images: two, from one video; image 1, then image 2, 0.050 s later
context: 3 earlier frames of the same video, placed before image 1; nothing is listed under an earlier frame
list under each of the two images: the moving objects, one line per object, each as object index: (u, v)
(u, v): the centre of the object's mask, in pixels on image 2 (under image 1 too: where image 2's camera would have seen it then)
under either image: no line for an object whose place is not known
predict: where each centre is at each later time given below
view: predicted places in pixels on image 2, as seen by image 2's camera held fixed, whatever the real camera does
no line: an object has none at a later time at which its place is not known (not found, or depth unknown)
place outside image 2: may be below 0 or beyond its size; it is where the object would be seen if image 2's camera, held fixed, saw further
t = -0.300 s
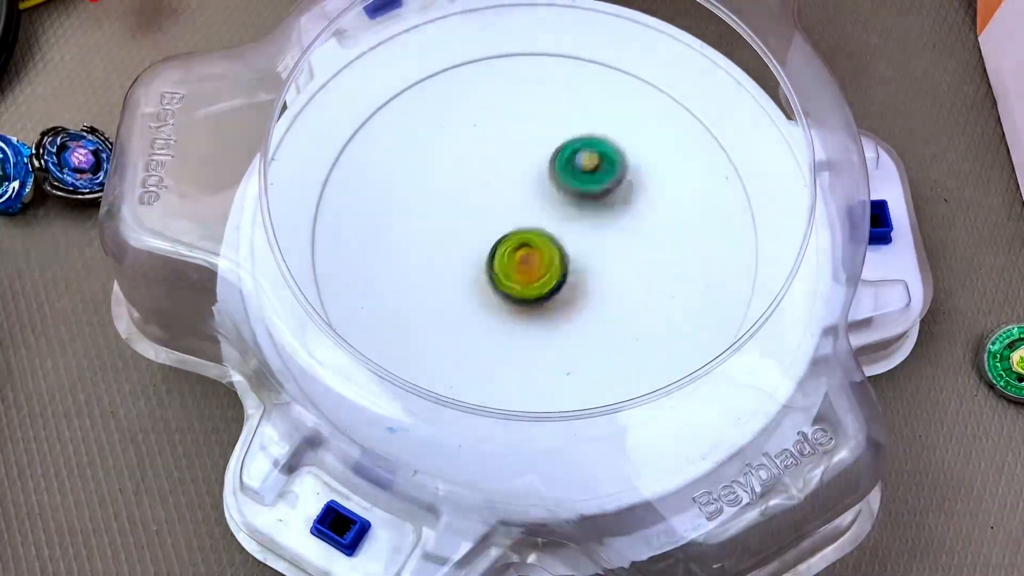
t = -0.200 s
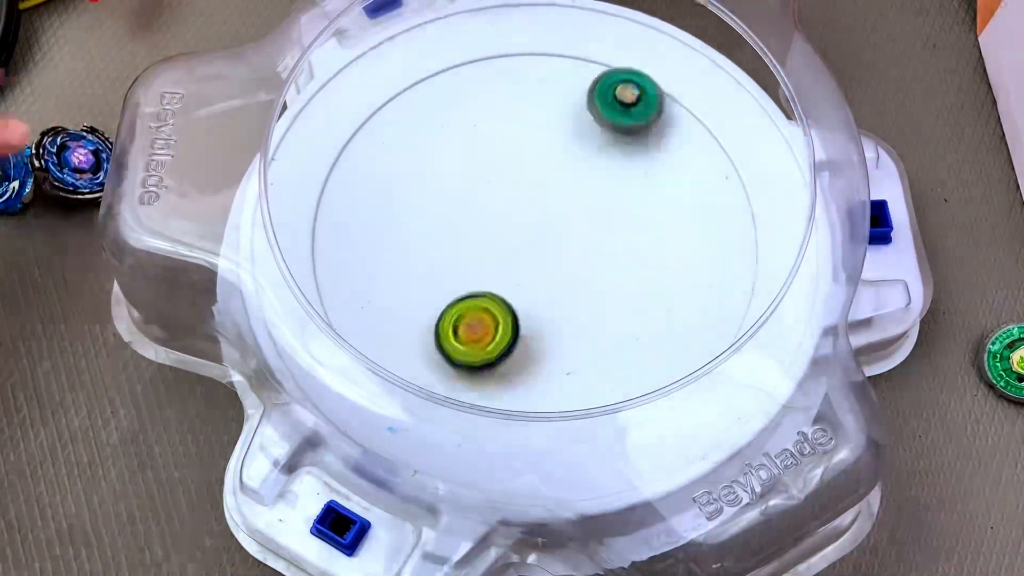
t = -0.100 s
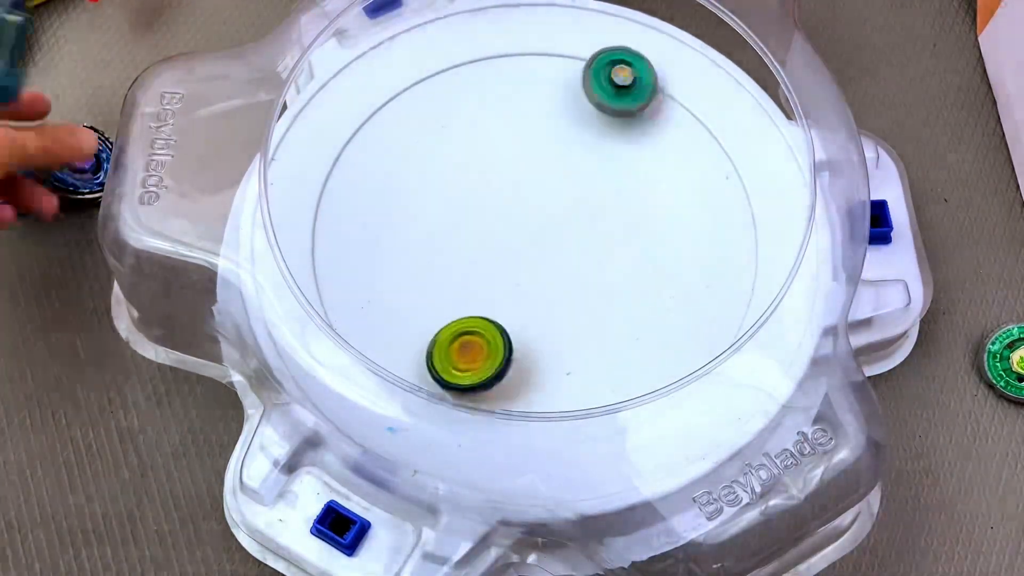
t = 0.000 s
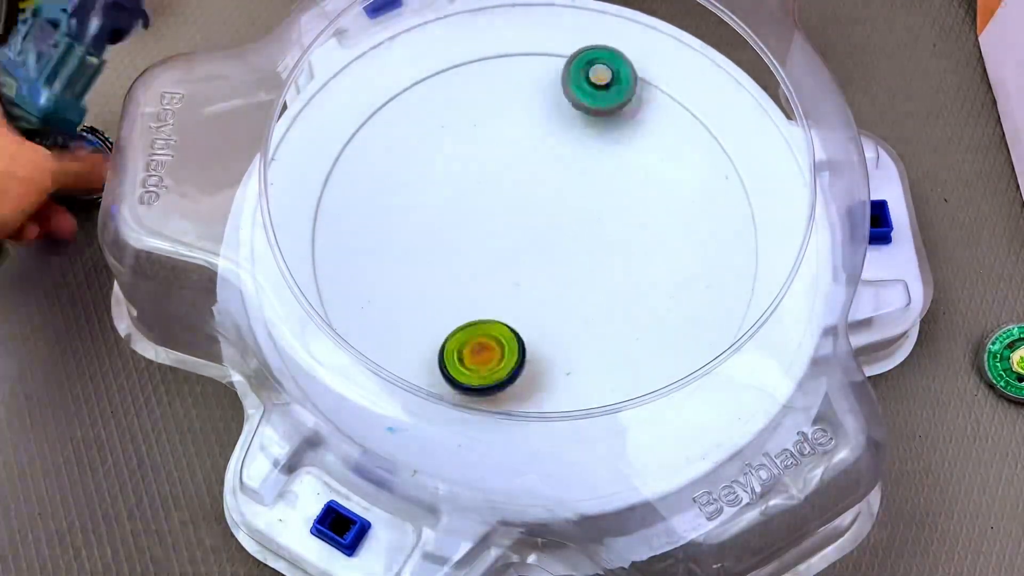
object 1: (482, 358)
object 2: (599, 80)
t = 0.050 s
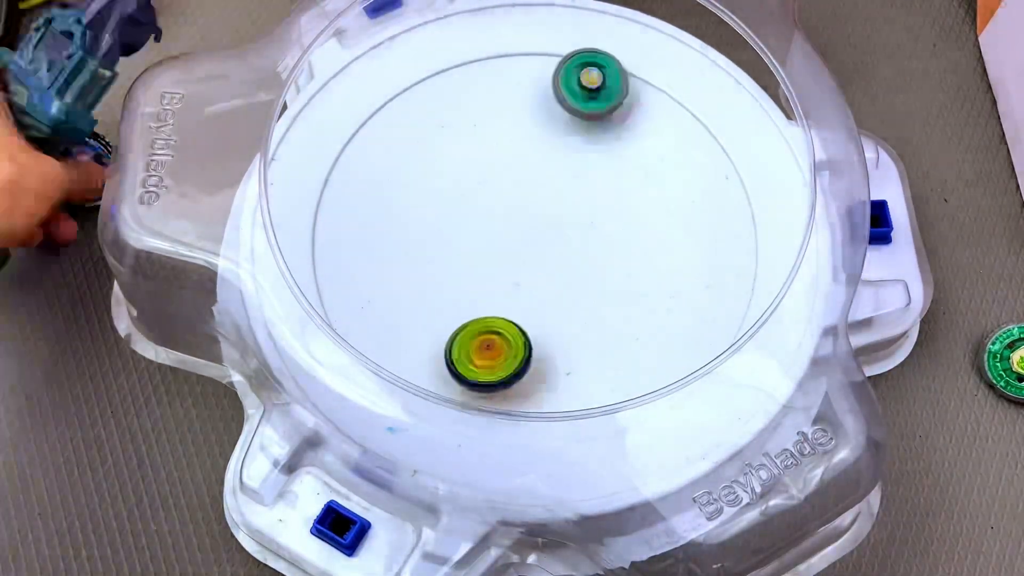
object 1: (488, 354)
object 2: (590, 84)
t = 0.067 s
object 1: (490, 353)
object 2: (587, 85)
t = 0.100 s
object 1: (495, 349)
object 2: (582, 89)
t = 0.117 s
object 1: (497, 346)
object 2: (580, 92)
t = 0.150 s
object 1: (501, 342)
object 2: (576, 97)
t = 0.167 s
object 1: (503, 339)
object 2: (574, 101)
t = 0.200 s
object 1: (506, 333)
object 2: (569, 107)
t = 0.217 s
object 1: (508, 330)
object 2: (568, 110)
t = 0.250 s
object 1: (510, 325)
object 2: (564, 117)
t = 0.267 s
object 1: (511, 322)
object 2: (562, 120)
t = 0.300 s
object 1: (513, 316)
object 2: (559, 126)
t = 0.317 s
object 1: (514, 313)
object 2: (558, 128)
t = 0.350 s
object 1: (515, 307)
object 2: (556, 133)
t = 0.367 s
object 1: (515, 304)
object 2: (554, 136)
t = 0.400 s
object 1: (517, 297)
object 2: (552, 141)
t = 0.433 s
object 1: (518, 290)
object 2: (550, 145)
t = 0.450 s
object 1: (519, 287)
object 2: (549, 148)
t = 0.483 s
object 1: (521, 279)
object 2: (547, 153)
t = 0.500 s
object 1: (522, 275)
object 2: (545, 155)
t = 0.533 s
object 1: (524, 267)
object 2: (542, 160)
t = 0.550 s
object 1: (526, 263)
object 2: (540, 163)
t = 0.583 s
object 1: (529, 256)
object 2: (536, 169)
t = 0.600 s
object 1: (531, 252)
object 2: (535, 172)
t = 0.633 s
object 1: (534, 251)
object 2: (531, 172)
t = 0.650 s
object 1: (535, 256)
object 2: (530, 164)
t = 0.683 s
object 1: (537, 266)
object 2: (528, 152)
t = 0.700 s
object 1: (539, 269)
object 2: (527, 148)
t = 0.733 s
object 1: (543, 272)
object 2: (525, 145)
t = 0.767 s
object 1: (546, 273)
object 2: (522, 145)
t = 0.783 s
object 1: (548, 273)
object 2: (521, 146)
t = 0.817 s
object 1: (551, 271)
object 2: (519, 149)
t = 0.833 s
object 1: (552, 271)
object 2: (518, 150)
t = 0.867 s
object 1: (556, 269)
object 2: (516, 153)
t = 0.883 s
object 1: (558, 267)
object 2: (515, 154)
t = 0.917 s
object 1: (562, 265)
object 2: (514, 157)
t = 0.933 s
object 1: (565, 264)
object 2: (514, 158)
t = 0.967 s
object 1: (568, 261)
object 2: (513, 161)
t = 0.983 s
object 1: (570, 261)
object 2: (513, 162)
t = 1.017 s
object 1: (573, 259)
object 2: (512, 165)
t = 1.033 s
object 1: (574, 258)
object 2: (512, 166)
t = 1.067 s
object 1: (576, 256)
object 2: (512, 169)
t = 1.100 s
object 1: (578, 255)
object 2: (512, 172)
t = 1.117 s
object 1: (579, 254)
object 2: (512, 173)
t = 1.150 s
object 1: (580, 252)
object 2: (513, 176)
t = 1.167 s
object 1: (581, 252)
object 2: (513, 178)
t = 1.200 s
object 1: (582, 250)
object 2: (513, 180)
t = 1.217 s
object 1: (583, 250)
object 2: (514, 182)
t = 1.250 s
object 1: (584, 249)
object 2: (514, 185)
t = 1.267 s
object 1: (584, 249)
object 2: (515, 186)
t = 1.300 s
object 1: (584, 248)
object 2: (515, 189)
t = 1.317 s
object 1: (584, 247)
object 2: (516, 191)
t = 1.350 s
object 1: (584, 247)
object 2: (517, 193)
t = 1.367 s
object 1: (584, 246)
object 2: (517, 194)
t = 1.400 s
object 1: (583, 245)
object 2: (519, 197)
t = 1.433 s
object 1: (583, 245)
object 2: (519, 199)
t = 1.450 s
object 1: (584, 245)
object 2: (519, 199)
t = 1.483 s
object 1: (585, 248)
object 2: (518, 199)
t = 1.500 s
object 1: (585, 249)
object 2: (519, 199)
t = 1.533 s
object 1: (583, 250)
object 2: (519, 201)
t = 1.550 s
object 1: (583, 250)
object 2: (519, 201)
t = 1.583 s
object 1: (581, 250)
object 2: (519, 202)
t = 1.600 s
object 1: (580, 250)
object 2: (519, 202)
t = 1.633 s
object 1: (580, 251)
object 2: (518, 202)
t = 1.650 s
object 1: (579, 252)
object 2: (517, 202)
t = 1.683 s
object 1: (578, 252)
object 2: (517, 203)
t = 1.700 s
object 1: (582, 258)
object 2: (512, 198)
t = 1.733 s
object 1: (589, 267)
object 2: (502, 188)
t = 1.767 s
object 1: (591, 272)
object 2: (497, 183)
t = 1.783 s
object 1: (591, 273)
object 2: (495, 181)
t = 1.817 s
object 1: (590, 274)
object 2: (493, 180)
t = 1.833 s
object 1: (590, 274)
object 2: (493, 181)
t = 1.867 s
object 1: (589, 273)
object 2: (492, 181)
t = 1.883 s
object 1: (589, 273)
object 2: (491, 181)
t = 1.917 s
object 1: (588, 272)
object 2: (491, 182)
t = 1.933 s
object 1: (587, 271)
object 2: (490, 183)
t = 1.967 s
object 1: (585, 271)
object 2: (490, 185)
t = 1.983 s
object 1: (584, 270)
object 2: (490, 186)
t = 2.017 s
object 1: (582, 268)
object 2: (490, 187)
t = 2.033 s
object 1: (581, 268)
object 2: (490, 188)
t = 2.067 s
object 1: (578, 266)
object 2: (491, 190)
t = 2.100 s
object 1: (576, 264)
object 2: (492, 191)
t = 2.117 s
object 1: (575, 263)
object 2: (492, 192)
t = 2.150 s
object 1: (572, 262)
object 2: (494, 193)
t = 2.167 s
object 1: (571, 261)
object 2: (494, 194)
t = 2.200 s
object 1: (568, 258)
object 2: (496, 196)
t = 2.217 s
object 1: (567, 257)
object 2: (497, 196)
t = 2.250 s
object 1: (565, 254)
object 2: (499, 198)
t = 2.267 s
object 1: (564, 253)
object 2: (500, 199)
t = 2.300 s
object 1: (563, 250)
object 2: (502, 202)
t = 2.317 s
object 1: (563, 250)
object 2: (502, 201)
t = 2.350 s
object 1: (566, 252)
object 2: (498, 197)
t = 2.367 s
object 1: (570, 255)
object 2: (495, 192)
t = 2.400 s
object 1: (575, 259)
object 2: (491, 187)
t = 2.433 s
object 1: (577, 260)
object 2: (491, 186)
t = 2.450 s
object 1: (578, 259)
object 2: (491, 186)
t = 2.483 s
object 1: (578, 258)
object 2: (492, 187)
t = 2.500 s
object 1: (578, 257)
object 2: (493, 188)
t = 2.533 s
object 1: (578, 254)
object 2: (494, 190)
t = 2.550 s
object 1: (578, 253)
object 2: (494, 192)
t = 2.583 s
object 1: (578, 250)
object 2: (495, 194)
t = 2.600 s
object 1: (578, 249)
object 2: (495, 195)
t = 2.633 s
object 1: (578, 246)
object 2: (497, 199)
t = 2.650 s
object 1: (578, 245)
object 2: (496, 200)
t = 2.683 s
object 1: (578, 242)
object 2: (498, 202)
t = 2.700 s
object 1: (578, 241)
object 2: (498, 204)
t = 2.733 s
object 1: (578, 238)
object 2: (499, 207)
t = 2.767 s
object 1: (577, 236)
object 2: (500, 209)
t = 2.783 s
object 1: (577, 235)
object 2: (500, 210)
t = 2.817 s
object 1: (578, 234)
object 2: (500, 212)
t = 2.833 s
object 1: (579, 233)
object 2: (500, 213)
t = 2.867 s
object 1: (579, 232)
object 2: (500, 215)
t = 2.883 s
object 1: (583, 233)
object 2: (496, 214)
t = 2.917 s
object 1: (587, 234)
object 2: (492, 214)
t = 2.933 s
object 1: (589, 234)
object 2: (492, 214)
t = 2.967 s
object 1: (590, 234)
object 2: (492, 215)
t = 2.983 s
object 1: (590, 234)
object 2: (491, 216)
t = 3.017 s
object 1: (589, 233)
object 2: (490, 217)
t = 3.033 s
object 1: (589, 233)
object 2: (490, 217)
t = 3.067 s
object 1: (588, 232)
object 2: (490, 218)
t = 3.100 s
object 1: (588, 231)
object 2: (490, 219)
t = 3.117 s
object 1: (587, 231)
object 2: (490, 219)
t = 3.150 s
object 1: (587, 230)
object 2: (490, 220)
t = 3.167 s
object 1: (586, 230)
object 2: (489, 220)
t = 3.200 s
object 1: (584, 230)
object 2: (490, 221)
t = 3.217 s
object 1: (584, 229)
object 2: (490, 221)
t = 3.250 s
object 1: (582, 229)
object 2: (490, 222)
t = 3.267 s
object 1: (582, 228)
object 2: (491, 222)
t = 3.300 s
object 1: (580, 228)
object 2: (491, 221)
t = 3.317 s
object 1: (579, 227)
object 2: (491, 221)
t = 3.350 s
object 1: (577, 227)
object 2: (493, 222)
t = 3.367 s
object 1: (576, 227)
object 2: (493, 222)
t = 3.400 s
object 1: (576, 227)
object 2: (493, 221)
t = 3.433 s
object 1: (577, 227)
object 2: (494, 220)
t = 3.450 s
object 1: (576, 227)
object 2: (494, 219)
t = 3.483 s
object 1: (587, 230)
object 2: (482, 217)
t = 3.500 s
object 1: (592, 231)
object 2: (476, 215)
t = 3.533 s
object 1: (599, 233)
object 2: (468, 212)
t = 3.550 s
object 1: (601, 234)
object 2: (466, 211)
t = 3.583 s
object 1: (602, 234)
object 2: (464, 209)
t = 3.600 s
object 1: (602, 234)
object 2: (465, 209)
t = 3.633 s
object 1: (601, 233)
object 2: (468, 210)
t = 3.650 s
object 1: (600, 233)
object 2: (469, 210)
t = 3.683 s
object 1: (598, 231)
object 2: (470, 212)
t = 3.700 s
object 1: (597, 230)
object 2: (472, 212)
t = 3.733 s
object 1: (596, 228)
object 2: (473, 214)
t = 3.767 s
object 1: (594, 227)
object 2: (476, 215)
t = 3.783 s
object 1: (593, 227)
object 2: (477, 215)
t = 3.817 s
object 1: (591, 226)
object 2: (480, 216)
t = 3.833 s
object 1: (589, 226)
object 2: (481, 217)
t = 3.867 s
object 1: (587, 224)
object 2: (484, 217)
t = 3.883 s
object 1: (585, 224)
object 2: (486, 218)
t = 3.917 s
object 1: (582, 224)
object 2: (489, 218)
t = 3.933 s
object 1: (580, 223)
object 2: (491, 220)
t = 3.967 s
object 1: (577, 222)
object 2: (494, 221)
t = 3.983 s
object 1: (580, 223)
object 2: (490, 221)
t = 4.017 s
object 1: (593, 224)
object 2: (477, 219)
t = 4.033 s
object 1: (598, 224)
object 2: (472, 219)
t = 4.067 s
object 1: (603, 225)
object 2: (467, 218)
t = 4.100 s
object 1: (605, 225)
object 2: (468, 219)
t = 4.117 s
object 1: (605, 225)
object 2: (468, 219)
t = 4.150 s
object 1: (604, 224)
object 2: (470, 221)
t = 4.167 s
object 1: (603, 224)
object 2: (471, 222)
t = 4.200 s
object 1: (602, 223)
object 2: (473, 223)
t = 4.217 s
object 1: (601, 222)
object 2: (473, 224)
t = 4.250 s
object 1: (600, 221)
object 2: (475, 225)
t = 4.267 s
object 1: (599, 221)
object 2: (476, 226)
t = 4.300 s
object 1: (597, 220)
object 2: (478, 228)
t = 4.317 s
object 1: (596, 220)
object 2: (479, 228)
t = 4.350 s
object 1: (593, 219)
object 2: (482, 230)
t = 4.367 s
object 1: (592, 219)
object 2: (483, 230)
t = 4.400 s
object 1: (589, 218)
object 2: (486, 232)
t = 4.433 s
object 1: (586, 218)
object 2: (490, 233)
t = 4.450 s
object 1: (584, 218)
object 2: (491, 234)
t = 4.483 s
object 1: (581, 218)
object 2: (494, 234)
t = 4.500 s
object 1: (579, 219)
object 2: (496, 235)
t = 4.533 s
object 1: (579, 218)
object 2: (495, 236)
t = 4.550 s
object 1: (586, 218)
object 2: (488, 237)
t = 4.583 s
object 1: (594, 217)
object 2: (478, 237)
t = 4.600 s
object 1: (597, 216)
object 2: (475, 237)
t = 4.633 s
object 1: (599, 216)
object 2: (474, 238)
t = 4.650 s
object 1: (599, 216)
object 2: (474, 239)
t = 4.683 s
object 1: (598, 216)
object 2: (474, 240)
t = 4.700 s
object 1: (597, 215)
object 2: (474, 241)
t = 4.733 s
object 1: (594, 215)
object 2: (473, 242)
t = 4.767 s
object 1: (592, 214)
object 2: (474, 242)
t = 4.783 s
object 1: (590, 213)
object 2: (474, 243)
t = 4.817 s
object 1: (587, 212)
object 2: (475, 244)
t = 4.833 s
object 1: (586, 212)
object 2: (475, 244)
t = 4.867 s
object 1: (583, 211)
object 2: (476, 245)
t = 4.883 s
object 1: (581, 210)
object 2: (477, 246)
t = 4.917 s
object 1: (578, 210)
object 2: (478, 246)
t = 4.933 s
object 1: (576, 209)
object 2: (479, 247)
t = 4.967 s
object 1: (573, 209)
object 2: (481, 247)
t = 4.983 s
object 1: (572, 209)
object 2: (482, 247)
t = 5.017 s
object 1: (569, 209)
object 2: (484, 248)
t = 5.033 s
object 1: (568, 209)
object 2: (485, 248)
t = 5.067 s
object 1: (565, 209)
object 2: (488, 250)
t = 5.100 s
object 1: (562, 209)
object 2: (491, 251)
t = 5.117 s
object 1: (561, 210)
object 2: (492, 251)
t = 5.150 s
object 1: (567, 207)
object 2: (485, 257)
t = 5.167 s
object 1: (572, 205)
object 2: (479, 260)
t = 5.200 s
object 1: (580, 201)
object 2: (471, 266)
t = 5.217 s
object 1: (582, 200)
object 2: (469, 267)
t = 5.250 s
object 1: (583, 199)
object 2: (469, 269)
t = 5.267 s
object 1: (584, 198)
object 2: (470, 270)
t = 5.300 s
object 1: (583, 196)
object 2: (470, 272)
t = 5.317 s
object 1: (583, 196)
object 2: (470, 273)
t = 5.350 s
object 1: (583, 195)
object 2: (470, 275)
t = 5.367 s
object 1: (583, 194)
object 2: (470, 276)
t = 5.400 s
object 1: (582, 193)
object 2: (471, 277)
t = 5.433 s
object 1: (582, 193)
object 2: (472, 278)
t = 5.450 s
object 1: (582, 192)
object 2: (473, 279)
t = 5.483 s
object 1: (581, 192)
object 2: (473, 280)
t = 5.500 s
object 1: (581, 192)
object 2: (474, 280)
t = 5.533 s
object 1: (580, 193)
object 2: (476, 281)
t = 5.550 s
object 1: (580, 193)
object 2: (477, 281)
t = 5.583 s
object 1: (579, 194)
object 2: (479, 281)
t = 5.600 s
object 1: (578, 194)
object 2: (479, 281)
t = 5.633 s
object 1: (577, 196)
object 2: (482, 281)
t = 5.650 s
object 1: (576, 196)
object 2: (483, 281)
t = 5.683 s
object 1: (574, 197)
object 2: (485, 281)
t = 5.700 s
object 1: (573, 198)
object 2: (487, 281)
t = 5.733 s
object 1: (572, 200)
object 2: (490, 281)
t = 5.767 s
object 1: (570, 201)
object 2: (495, 281)
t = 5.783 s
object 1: (569, 202)
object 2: (496, 281)
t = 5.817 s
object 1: (567, 203)
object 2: (500, 281)
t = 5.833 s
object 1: (566, 204)
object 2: (503, 281)
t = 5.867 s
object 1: (564, 206)
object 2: (507, 281)
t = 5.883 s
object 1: (563, 207)
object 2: (510, 281)
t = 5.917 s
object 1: (561, 208)
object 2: (515, 282)
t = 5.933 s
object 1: (560, 209)
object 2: (518, 282)
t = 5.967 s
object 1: (557, 210)
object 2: (522, 283)
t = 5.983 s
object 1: (556, 211)
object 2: (525, 284)
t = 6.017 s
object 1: (554, 212)
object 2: (530, 285)
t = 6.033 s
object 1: (553, 213)
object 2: (532, 286)
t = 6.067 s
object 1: (551, 213)
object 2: (537, 287)
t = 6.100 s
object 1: (549, 214)
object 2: (542, 288)
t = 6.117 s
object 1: (548, 214)
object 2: (543, 289)
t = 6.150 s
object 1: (546, 215)
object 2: (547, 290)
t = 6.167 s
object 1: (545, 215)
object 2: (549, 291)
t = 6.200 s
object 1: (543, 215)
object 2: (552, 292)
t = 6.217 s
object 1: (542, 215)
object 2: (553, 292)
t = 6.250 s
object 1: (540, 215)
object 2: (556, 293)
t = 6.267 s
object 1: (540, 214)
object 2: (557, 294)
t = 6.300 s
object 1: (538, 214)
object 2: (560, 295)
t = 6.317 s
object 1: (538, 214)
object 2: (561, 295)
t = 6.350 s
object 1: (537, 214)
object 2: (562, 295)
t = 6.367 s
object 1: (536, 214)
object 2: (563, 295)
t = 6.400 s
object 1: (536, 213)
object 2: (564, 295)
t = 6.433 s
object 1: (535, 213)
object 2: (566, 295)
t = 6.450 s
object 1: (535, 213)
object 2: (566, 295)
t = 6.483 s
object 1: (534, 212)
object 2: (568, 295)
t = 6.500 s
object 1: (534, 212)
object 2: (568, 293)
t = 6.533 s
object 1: (534, 212)
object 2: (569, 292)
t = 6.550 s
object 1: (534, 212)
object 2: (570, 292)
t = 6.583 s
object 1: (535, 212)
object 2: (570, 292)
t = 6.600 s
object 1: (535, 211)
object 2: (571, 291)
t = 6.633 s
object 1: (535, 212)
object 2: (572, 290)
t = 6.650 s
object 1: (536, 211)
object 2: (572, 289)
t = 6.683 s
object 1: (536, 211)
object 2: (573, 288)
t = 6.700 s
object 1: (537, 211)
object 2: (574, 286)
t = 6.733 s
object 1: (538, 211)
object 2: (575, 284)
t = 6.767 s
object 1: (538, 211)
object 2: (577, 282)
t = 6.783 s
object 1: (539, 212)
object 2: (577, 281)
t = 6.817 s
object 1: (540, 211)
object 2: (579, 279)
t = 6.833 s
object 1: (539, 206)
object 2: (581, 282)
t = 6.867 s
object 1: (537, 198)
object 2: (586, 285)
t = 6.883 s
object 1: (537, 196)
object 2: (587, 286)
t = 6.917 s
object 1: (539, 194)
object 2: (588, 285)
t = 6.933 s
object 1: (539, 194)
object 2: (589, 284)
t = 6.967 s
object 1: (540, 194)
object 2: (592, 283)
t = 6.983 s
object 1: (540, 194)
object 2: (593, 282)
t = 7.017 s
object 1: (541, 195)
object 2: (595, 281)
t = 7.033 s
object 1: (541, 195)
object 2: (595, 281)
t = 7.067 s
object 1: (541, 196)
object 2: (597, 280)
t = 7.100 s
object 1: (542, 196)
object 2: (598, 279)
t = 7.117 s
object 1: (542, 196)
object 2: (598, 279)
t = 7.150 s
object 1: (543, 197)
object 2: (599, 277)
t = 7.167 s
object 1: (543, 198)
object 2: (599, 276)
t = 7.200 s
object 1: (544, 199)
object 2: (599, 275)
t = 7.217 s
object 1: (544, 200)
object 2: (599, 274)
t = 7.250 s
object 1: (545, 201)
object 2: (600, 273)
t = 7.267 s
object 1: (546, 202)
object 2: (599, 272)
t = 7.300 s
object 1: (546, 204)
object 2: (600, 269)
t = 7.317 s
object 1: (547, 204)
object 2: (600, 269)
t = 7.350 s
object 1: (547, 206)
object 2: (600, 267)
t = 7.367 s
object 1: (548, 207)
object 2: (601, 267)
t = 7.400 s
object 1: (544, 203)
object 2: (605, 272)
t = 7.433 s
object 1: (538, 196)
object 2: (611, 280)
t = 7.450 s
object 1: (536, 193)
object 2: (612, 284)
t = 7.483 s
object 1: (533, 190)
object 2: (612, 285)
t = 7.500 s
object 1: (532, 190)
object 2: (612, 284)
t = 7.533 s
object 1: (531, 189)
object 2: (612, 282)
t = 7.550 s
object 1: (531, 189)
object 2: (612, 281)
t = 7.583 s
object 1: (530, 190)
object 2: (614, 280)
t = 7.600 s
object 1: (530, 191)
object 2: (614, 281)
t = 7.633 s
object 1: (529, 192)
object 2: (613, 279)
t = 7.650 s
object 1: (528, 193)
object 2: (613, 278)
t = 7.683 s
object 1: (528, 194)
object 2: (613, 277)
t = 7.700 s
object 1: (527, 195)
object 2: (613, 276)
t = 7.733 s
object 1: (527, 196)
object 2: (613, 274)
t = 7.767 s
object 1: (527, 198)
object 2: (613, 272)
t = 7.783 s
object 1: (526, 199)
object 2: (612, 271)
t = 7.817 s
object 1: (526, 200)
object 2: (611, 268)
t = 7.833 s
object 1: (526, 201)
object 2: (610, 266)
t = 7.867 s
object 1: (526, 202)
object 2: (609, 263)
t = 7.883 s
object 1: (526, 203)
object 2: (609, 262)
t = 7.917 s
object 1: (526, 204)
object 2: (609, 258)
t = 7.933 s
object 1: (526, 205)
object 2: (608, 256)
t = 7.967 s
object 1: (526, 206)
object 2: (608, 252)
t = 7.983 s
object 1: (527, 207)
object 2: (608, 250)
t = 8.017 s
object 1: (528, 207)
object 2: (608, 246)
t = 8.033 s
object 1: (528, 208)
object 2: (608, 244)
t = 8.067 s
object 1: (530, 209)
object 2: (609, 239)
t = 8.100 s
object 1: (531, 211)
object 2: (610, 236)
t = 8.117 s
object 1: (532, 211)
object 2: (611, 235)
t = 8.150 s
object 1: (533, 212)
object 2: (612, 232)
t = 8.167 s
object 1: (533, 213)
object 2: (613, 231)
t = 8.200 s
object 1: (533, 214)
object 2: (614, 228)
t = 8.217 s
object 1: (533, 215)
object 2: (615, 225)
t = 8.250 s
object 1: (534, 216)
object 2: (618, 222)
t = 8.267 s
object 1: (534, 216)
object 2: (618, 221)
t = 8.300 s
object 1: (535, 218)
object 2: (620, 220)
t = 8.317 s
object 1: (535, 218)
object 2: (621, 219)
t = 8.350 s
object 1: (536, 220)
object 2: (621, 218)
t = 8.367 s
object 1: (536, 220)
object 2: (622, 217)
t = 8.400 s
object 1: (537, 221)
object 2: (622, 217)
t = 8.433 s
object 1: (538, 222)
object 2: (621, 216)
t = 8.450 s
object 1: (538, 223)
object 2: (620, 216)
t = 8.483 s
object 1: (539, 224)
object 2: (620, 214)
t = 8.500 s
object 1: (539, 224)
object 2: (621, 213)
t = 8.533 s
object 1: (537, 225)
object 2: (621, 213)
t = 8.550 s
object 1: (537, 226)
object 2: (620, 213)
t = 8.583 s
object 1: (536, 226)
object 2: (619, 212)
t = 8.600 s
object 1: (537, 227)
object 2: (618, 212)
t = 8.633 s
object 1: (536, 227)
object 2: (616, 212)
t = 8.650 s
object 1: (531, 227)
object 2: (620, 211)
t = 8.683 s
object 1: (521, 227)
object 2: (631, 208)
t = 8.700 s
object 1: (517, 227)
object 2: (634, 207)
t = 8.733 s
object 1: (512, 226)
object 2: (637, 207)
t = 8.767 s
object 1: (511, 225)
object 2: (635, 208)
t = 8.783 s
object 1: (510, 225)
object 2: (634, 207)
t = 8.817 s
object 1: (509, 224)
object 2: (630, 207)
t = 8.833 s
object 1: (508, 224)
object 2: (628, 207)
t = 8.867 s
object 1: (508, 223)
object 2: (624, 206)
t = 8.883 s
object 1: (507, 222)
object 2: (622, 205)
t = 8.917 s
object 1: (507, 221)
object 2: (618, 205)
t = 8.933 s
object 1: (508, 221)
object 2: (616, 205)
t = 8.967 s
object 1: (508, 220)
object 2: (612, 203)
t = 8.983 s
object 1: (509, 220)
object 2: (611, 202)
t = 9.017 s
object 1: (510, 219)
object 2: (608, 201)
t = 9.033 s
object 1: (510, 219)
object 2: (607, 200)
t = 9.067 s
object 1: (511, 218)
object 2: (605, 198)
